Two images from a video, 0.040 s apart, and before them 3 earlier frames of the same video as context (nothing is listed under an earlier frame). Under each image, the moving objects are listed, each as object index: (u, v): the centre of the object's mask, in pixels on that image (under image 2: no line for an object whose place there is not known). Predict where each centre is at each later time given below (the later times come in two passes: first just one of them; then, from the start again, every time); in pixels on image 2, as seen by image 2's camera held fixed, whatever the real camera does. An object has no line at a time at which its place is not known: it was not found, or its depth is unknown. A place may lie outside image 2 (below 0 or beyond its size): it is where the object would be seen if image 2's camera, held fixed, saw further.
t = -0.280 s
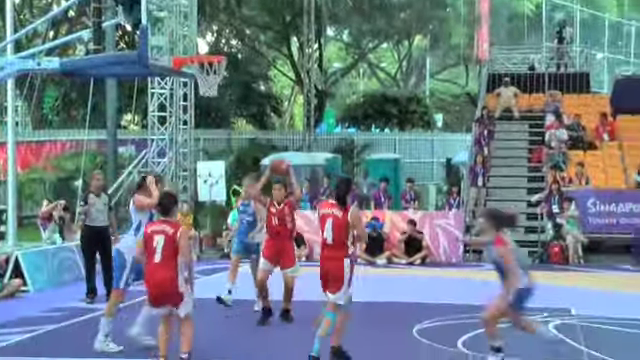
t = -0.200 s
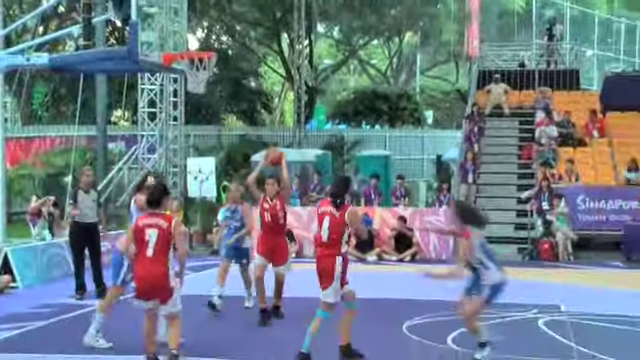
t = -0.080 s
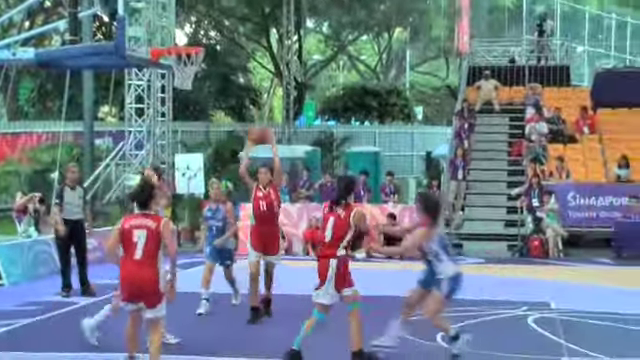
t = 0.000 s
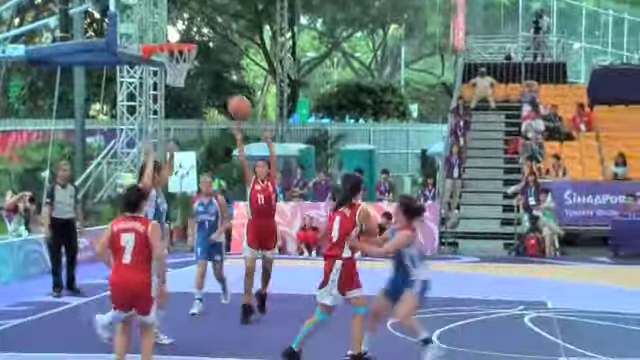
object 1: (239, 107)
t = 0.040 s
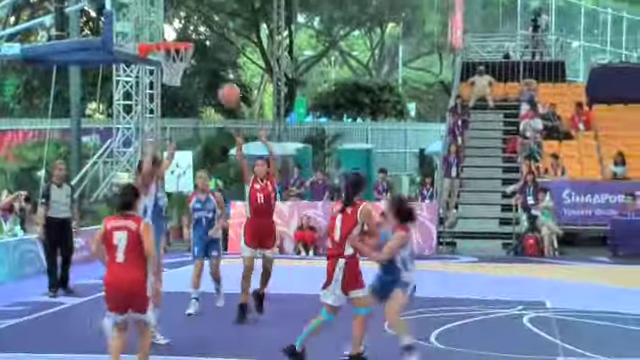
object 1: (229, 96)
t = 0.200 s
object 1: (203, 63)
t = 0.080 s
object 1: (223, 86)
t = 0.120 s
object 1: (215, 76)
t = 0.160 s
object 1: (208, 68)
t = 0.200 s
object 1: (203, 63)
